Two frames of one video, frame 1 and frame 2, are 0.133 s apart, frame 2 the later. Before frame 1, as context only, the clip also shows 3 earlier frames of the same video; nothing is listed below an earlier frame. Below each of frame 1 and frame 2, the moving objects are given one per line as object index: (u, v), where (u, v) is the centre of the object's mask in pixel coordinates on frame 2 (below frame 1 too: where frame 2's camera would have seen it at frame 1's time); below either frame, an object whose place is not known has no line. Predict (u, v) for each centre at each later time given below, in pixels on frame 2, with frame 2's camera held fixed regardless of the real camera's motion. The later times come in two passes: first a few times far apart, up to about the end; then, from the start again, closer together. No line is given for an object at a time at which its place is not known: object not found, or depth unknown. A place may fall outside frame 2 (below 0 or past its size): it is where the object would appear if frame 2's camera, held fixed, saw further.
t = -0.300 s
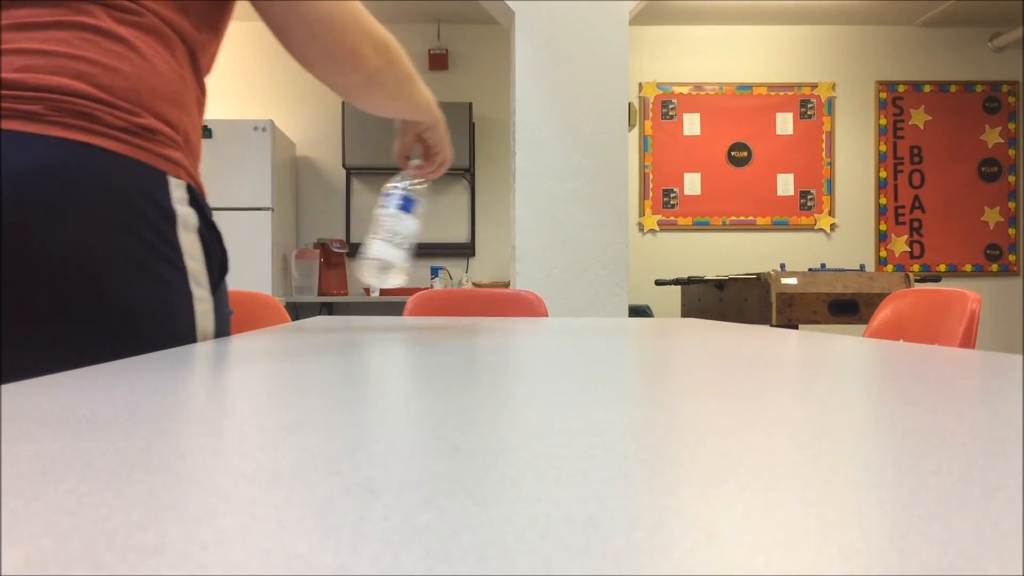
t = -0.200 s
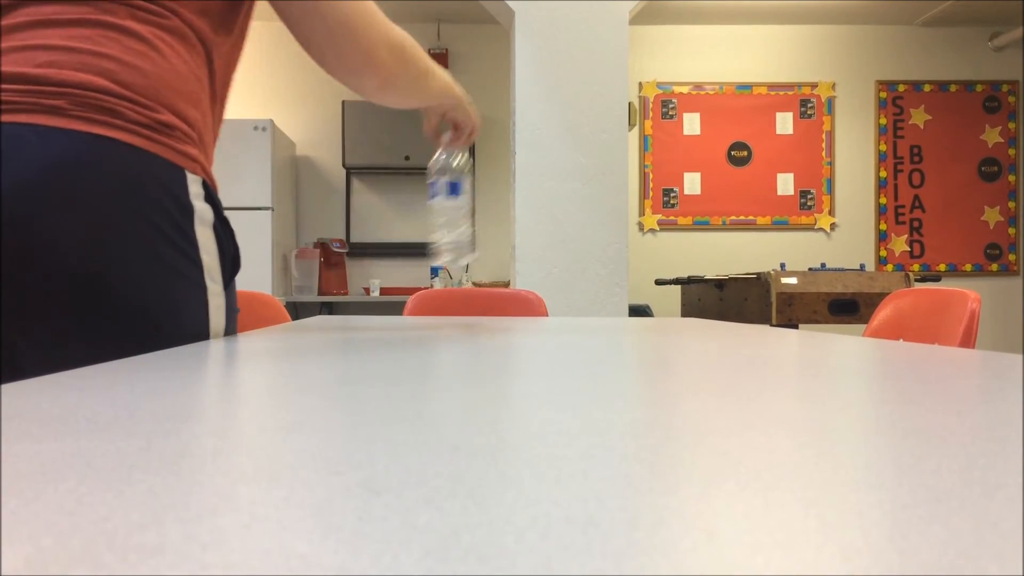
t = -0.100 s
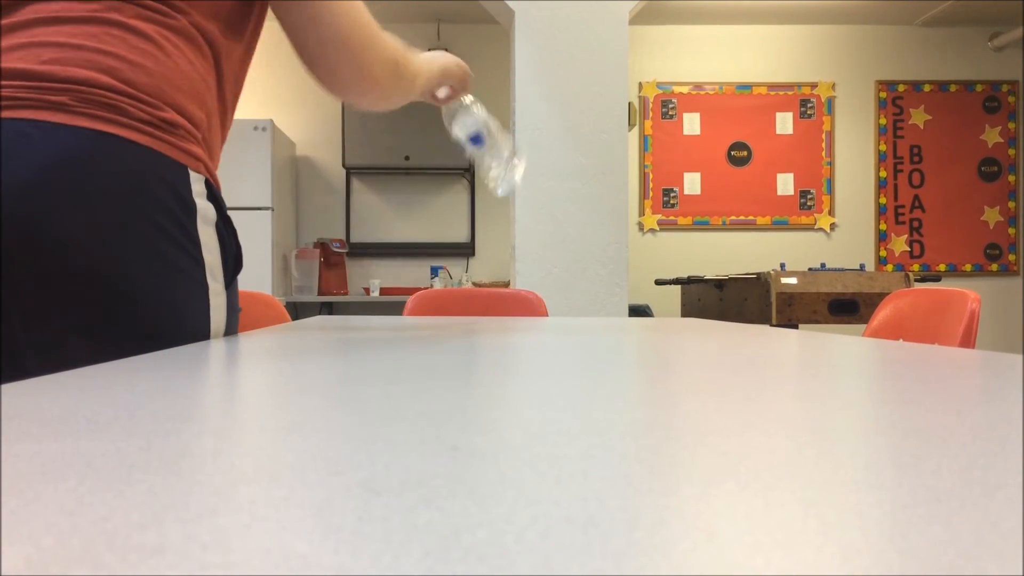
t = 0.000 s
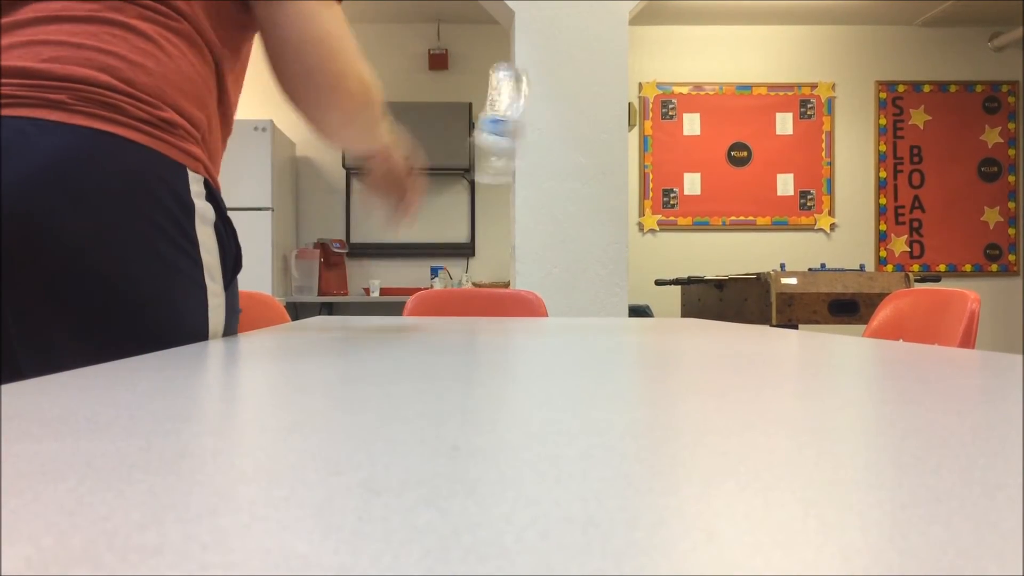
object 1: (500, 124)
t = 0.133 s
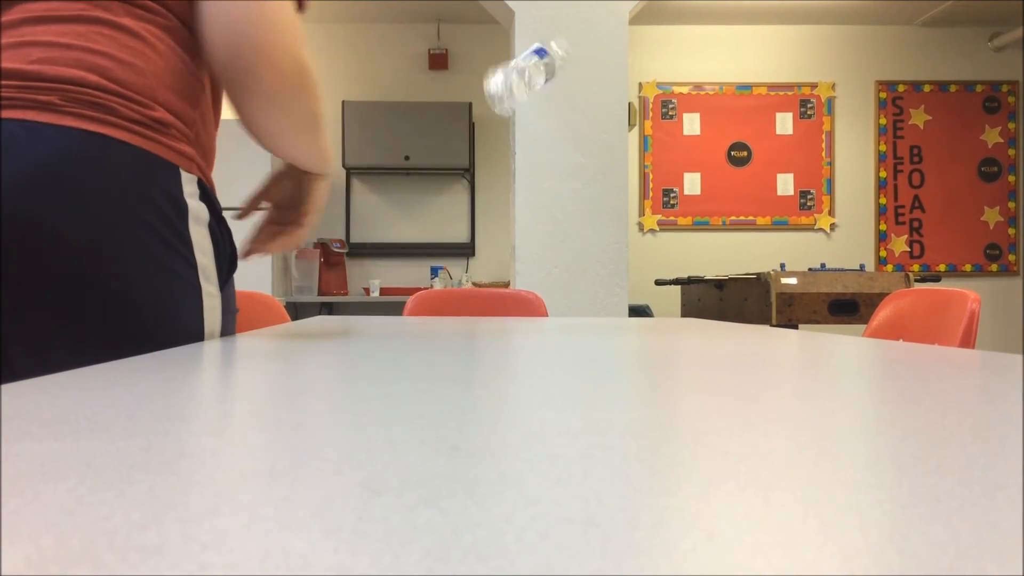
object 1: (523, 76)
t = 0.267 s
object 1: (520, 157)
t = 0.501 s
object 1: (510, 301)
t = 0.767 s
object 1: (512, 302)
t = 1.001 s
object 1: (515, 302)
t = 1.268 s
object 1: (520, 302)
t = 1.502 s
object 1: (521, 302)
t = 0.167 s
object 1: (522, 85)
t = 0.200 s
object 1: (522, 100)
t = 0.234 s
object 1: (521, 124)
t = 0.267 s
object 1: (520, 157)
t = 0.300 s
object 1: (520, 199)
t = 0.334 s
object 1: (519, 248)
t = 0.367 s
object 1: (514, 271)
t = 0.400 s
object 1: (507, 280)
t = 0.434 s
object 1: (507, 292)
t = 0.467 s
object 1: (510, 301)
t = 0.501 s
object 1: (510, 301)
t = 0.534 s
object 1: (511, 302)
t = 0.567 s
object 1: (511, 302)
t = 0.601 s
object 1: (511, 302)
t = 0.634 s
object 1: (510, 302)
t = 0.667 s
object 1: (510, 302)
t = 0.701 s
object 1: (510, 302)
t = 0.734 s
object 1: (511, 302)
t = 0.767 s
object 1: (512, 302)
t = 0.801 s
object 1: (512, 302)
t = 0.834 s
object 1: (512, 302)
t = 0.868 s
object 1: (512, 302)
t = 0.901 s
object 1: (512, 302)
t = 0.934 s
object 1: (513, 302)
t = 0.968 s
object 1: (514, 302)
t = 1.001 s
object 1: (515, 302)
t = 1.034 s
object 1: (515, 302)
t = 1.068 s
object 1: (516, 302)
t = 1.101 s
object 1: (516, 302)
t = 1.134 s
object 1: (517, 302)
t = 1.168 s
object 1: (519, 302)
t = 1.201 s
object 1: (520, 302)
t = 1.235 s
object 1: (519, 302)
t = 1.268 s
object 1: (520, 302)
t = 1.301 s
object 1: (520, 302)
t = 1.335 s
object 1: (521, 302)
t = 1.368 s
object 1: (522, 302)
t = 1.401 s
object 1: (522, 302)
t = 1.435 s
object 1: (522, 302)
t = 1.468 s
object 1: (522, 302)
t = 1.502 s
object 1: (521, 302)
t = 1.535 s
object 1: (522, 302)
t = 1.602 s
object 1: (524, 302)
